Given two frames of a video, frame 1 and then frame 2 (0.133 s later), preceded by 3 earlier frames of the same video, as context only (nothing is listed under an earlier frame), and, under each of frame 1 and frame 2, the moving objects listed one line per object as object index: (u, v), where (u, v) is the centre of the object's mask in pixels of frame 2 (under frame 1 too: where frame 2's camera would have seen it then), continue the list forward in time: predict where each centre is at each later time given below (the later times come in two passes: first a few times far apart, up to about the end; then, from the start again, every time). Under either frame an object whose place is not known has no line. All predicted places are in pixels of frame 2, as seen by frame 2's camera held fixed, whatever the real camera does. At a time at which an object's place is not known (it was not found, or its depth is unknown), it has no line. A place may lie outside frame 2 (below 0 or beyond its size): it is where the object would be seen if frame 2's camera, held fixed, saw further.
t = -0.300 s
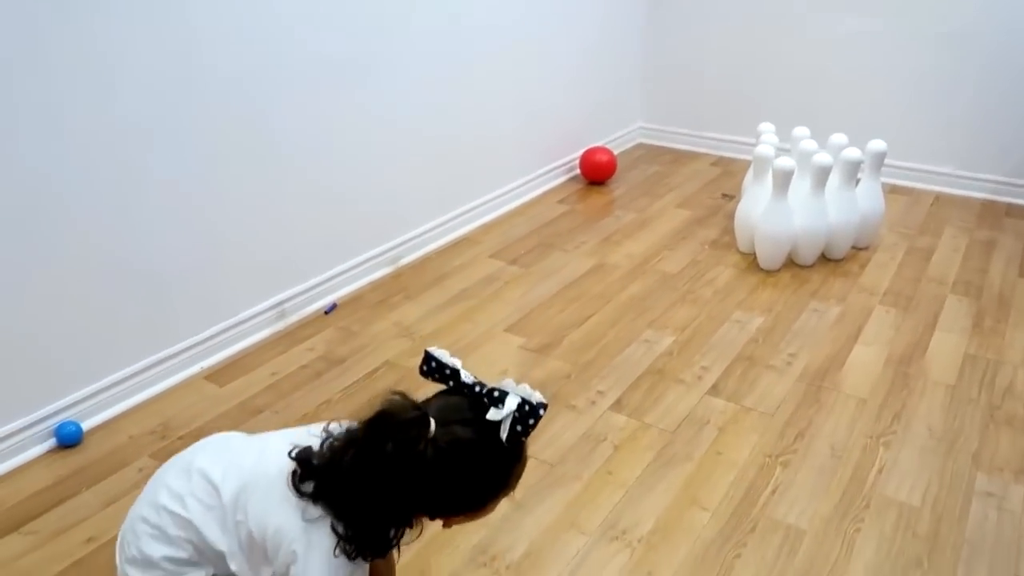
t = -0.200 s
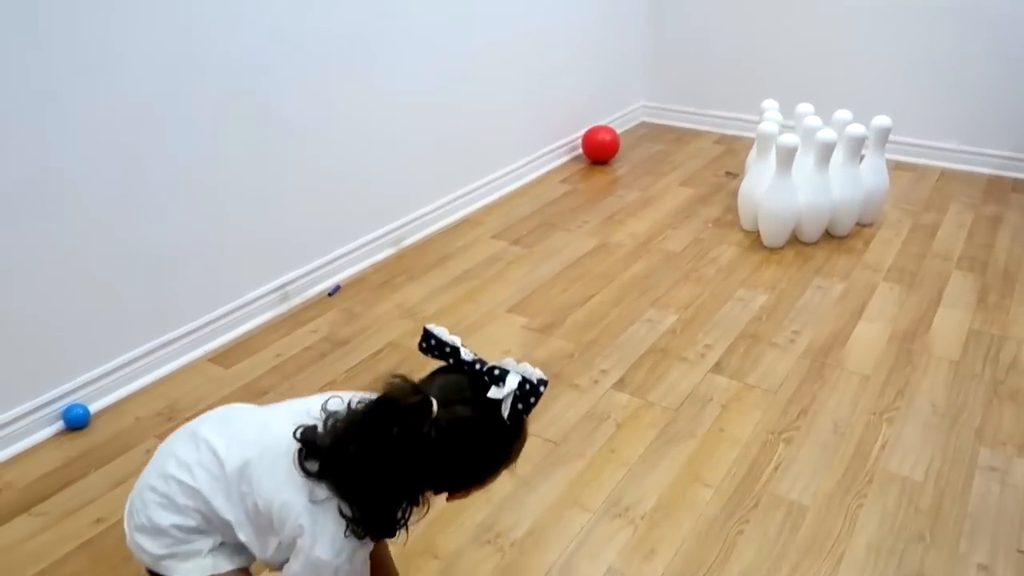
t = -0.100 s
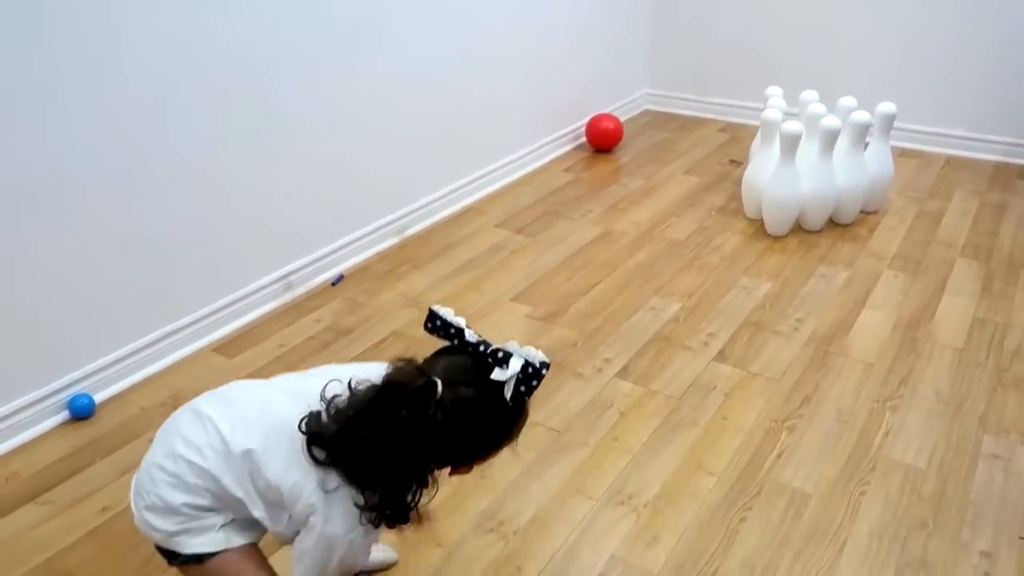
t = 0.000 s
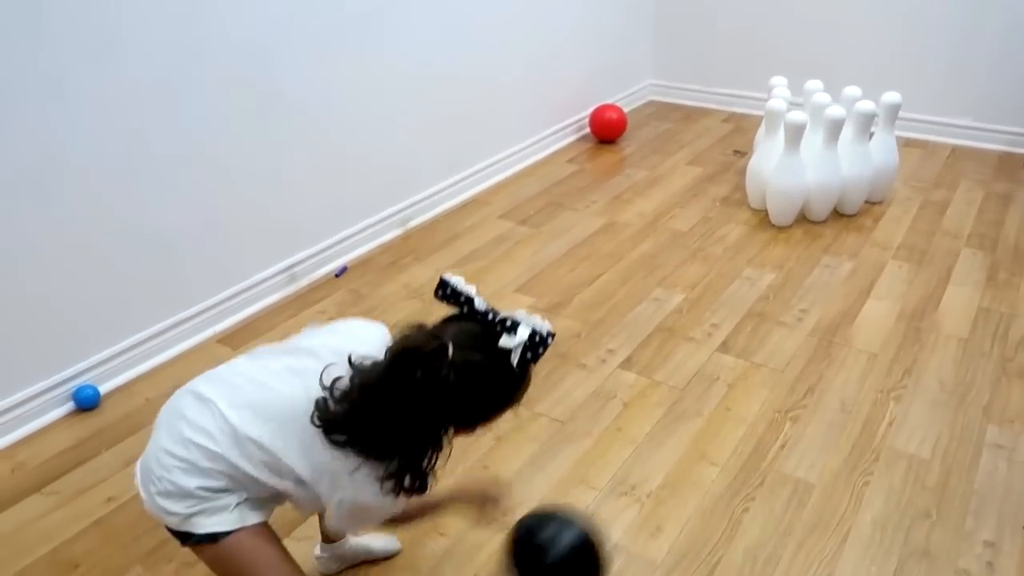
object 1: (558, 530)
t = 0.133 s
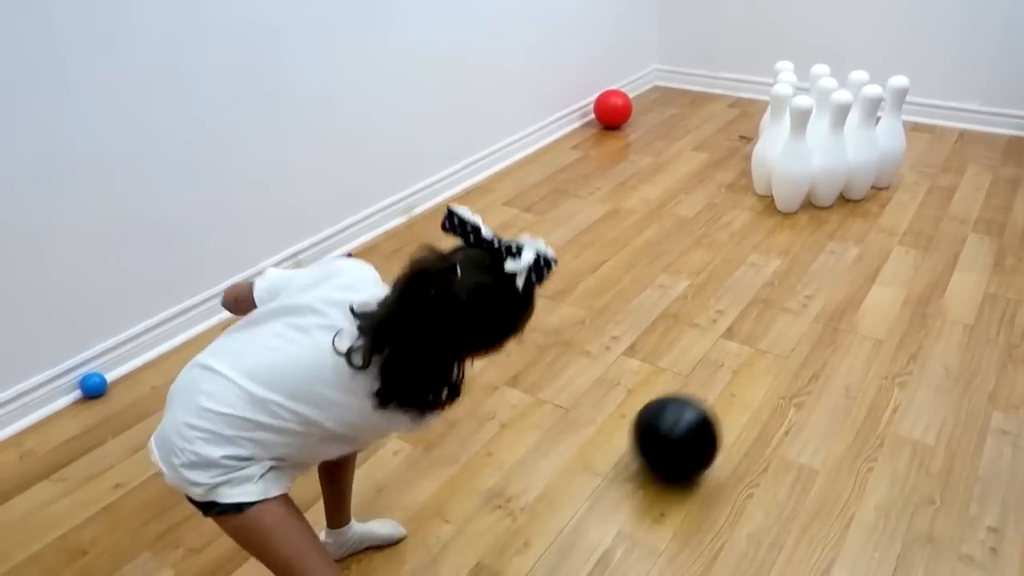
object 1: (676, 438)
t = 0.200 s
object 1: (720, 397)
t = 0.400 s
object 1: (819, 305)
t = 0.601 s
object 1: (880, 242)
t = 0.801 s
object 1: (919, 196)
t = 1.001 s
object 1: (948, 159)
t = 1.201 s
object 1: (973, 130)
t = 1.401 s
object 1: (985, 123)
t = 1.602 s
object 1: (985, 142)
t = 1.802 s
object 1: (985, 159)
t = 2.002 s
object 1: (989, 173)
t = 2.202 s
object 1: (995, 184)
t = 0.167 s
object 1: (699, 417)
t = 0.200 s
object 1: (720, 397)
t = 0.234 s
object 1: (740, 378)
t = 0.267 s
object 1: (759, 360)
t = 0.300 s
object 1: (776, 345)
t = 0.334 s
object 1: (791, 330)
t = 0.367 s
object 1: (806, 316)
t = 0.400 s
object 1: (819, 305)
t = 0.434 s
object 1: (831, 294)
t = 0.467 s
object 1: (841, 283)
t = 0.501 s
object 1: (852, 272)
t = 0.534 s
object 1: (862, 262)
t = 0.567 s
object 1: (871, 252)
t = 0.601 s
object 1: (880, 242)
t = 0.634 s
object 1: (887, 233)
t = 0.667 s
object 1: (894, 225)
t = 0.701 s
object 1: (901, 218)
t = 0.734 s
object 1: (907, 211)
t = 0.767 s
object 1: (913, 203)
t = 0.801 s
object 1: (919, 196)
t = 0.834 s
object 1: (925, 188)
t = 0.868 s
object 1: (930, 181)
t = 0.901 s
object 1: (935, 175)
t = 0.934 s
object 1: (940, 169)
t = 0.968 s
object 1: (944, 164)
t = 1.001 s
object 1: (948, 159)
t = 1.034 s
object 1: (952, 154)
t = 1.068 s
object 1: (956, 149)
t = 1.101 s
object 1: (960, 144)
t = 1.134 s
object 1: (964, 139)
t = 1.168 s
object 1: (969, 134)
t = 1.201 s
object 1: (973, 130)
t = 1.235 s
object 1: (976, 126)
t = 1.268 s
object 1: (980, 122)
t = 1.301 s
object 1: (984, 118)
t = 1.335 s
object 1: (985, 117)
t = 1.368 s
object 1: (986, 118)
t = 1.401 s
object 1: (985, 123)
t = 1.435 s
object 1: (985, 126)
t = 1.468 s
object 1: (985, 128)
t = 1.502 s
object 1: (985, 133)
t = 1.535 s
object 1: (986, 134)
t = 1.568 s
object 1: (986, 136)
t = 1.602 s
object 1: (985, 142)
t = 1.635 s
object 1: (985, 144)
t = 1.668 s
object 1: (985, 148)
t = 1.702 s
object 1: (985, 151)
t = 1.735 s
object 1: (985, 153)
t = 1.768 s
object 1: (985, 156)
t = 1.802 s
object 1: (985, 159)
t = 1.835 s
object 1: (986, 161)
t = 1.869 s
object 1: (986, 164)
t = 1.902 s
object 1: (987, 166)
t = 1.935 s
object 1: (987, 169)
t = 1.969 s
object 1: (988, 171)
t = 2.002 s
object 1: (989, 173)
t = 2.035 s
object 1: (989, 175)
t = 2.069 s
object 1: (991, 177)
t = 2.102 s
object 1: (992, 179)
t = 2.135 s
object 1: (993, 181)
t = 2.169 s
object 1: (994, 182)
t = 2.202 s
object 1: (995, 184)
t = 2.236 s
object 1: (996, 186)
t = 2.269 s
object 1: (997, 187)
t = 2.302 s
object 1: (998, 189)
